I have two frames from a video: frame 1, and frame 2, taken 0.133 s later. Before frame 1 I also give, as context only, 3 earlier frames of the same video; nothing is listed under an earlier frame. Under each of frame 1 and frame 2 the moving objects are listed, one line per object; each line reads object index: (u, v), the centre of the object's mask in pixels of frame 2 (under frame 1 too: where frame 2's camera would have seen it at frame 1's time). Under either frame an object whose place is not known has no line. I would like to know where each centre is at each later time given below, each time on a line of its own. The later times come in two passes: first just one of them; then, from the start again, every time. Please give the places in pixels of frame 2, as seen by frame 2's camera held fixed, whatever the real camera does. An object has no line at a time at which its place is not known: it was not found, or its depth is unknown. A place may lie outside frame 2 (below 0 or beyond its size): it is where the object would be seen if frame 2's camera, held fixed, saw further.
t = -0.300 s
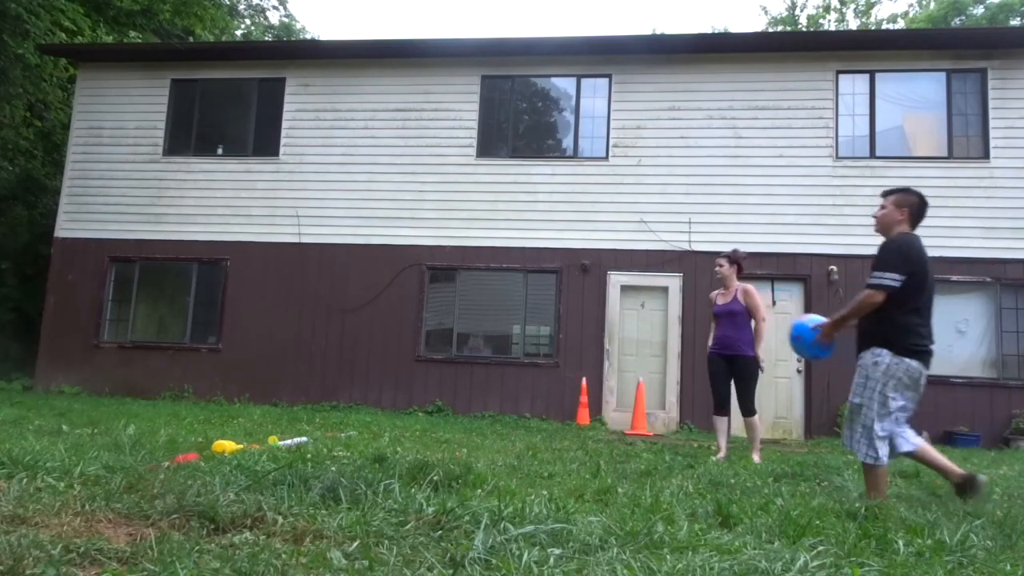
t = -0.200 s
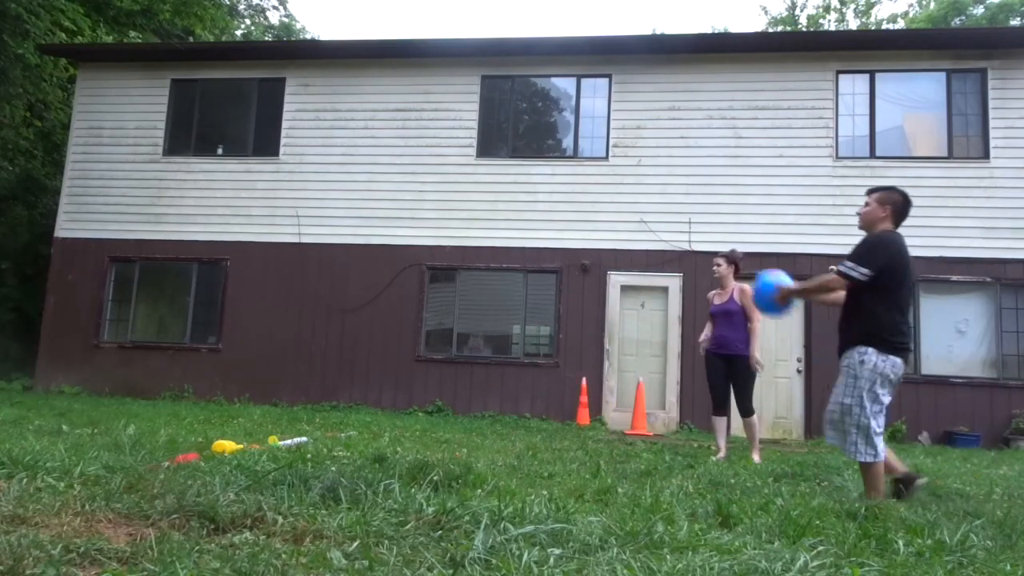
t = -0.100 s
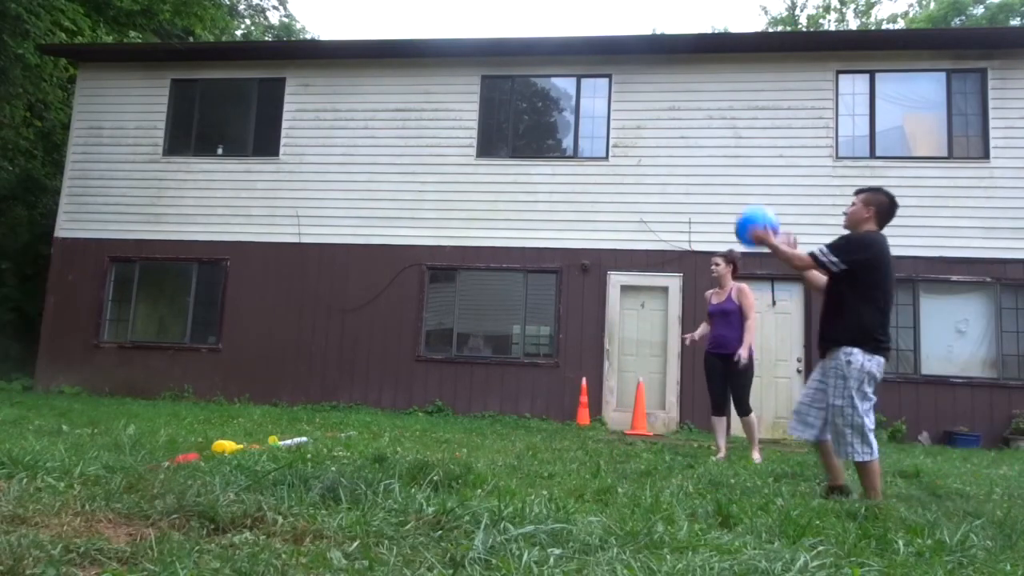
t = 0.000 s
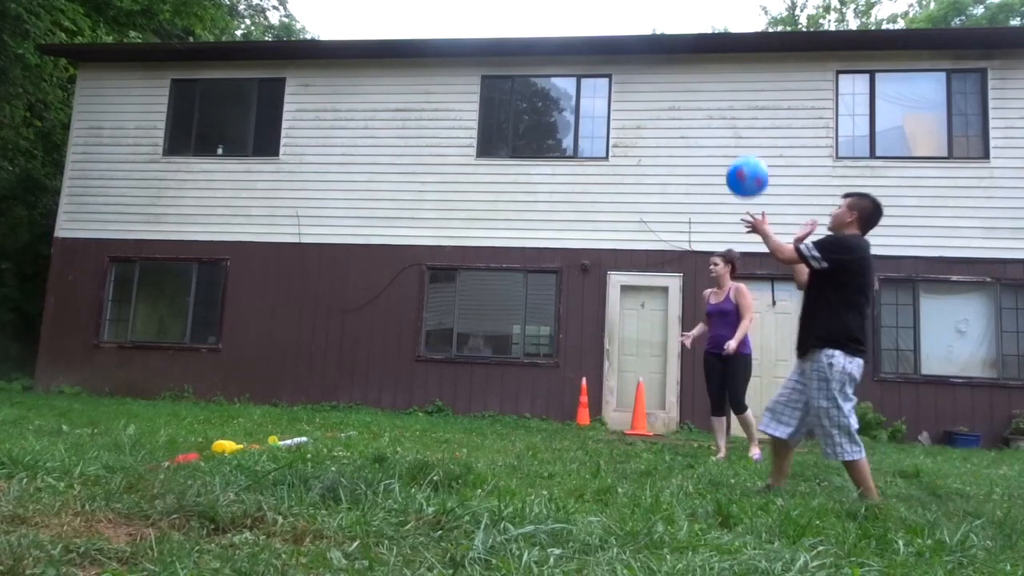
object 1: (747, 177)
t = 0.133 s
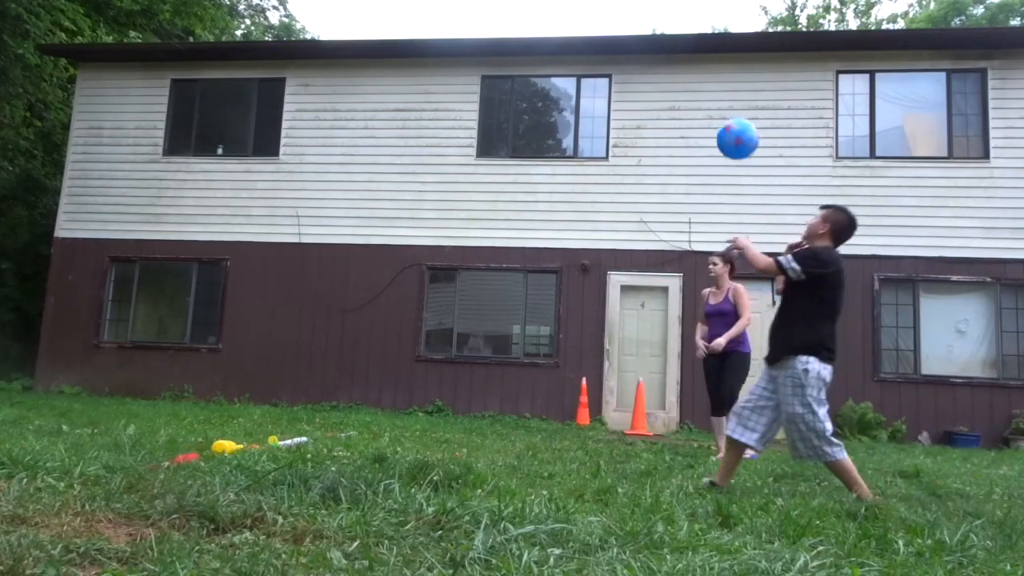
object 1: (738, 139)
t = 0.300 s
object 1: (726, 131)
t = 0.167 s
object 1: (735, 134)
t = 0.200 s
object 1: (733, 131)
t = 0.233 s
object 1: (731, 129)
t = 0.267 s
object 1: (728, 129)
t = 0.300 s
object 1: (726, 131)
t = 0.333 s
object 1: (724, 134)
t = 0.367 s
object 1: (722, 139)
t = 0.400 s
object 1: (720, 146)
